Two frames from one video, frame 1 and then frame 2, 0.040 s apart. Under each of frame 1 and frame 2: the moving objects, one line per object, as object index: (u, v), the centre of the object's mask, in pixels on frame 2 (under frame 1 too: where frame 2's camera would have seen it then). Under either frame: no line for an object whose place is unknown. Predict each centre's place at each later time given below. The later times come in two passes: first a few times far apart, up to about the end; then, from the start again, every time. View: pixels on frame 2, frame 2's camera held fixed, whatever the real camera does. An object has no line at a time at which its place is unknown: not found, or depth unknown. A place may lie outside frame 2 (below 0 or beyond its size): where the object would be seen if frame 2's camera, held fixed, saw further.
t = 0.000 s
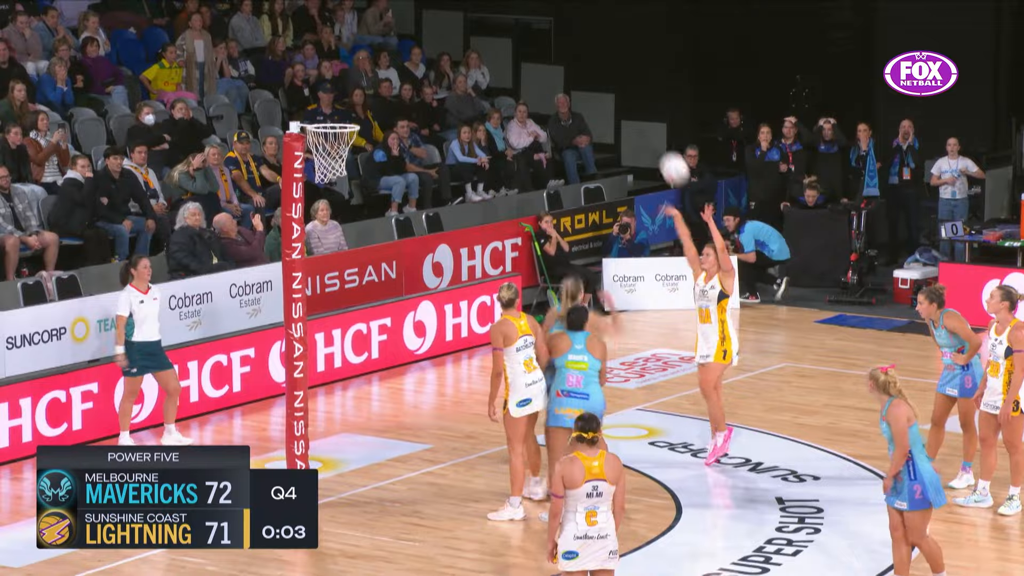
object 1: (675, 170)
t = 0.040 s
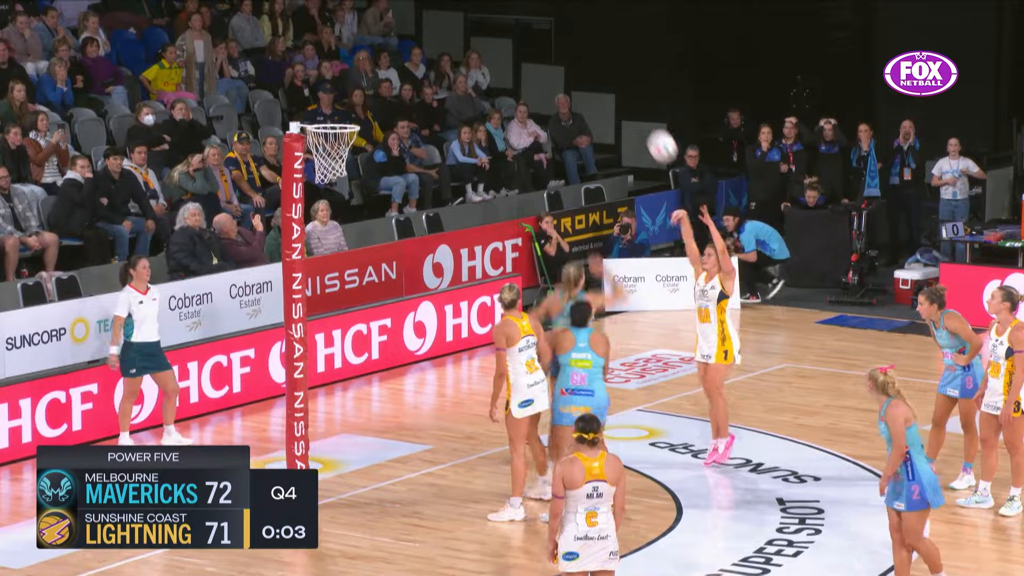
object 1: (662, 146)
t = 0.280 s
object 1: (584, 45)
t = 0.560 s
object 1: (493, 10)
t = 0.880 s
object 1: (385, 91)
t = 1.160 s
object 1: (434, 127)
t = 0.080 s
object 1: (649, 125)
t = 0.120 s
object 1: (637, 105)
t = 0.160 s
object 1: (623, 88)
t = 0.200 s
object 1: (610, 72)
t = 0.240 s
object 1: (597, 58)
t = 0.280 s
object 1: (584, 45)
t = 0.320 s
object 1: (571, 34)
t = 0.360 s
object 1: (558, 25)
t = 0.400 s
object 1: (545, 18)
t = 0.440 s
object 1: (532, 13)
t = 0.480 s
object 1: (519, 10)
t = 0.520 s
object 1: (506, 9)
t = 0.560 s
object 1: (493, 10)
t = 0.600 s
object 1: (479, 13)
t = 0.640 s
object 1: (465, 19)
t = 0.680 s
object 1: (452, 25)
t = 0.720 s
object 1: (438, 34)
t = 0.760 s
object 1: (425, 45)
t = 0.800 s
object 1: (411, 59)
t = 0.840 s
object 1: (398, 73)
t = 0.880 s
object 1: (385, 91)
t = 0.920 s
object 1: (372, 111)
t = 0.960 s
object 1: (375, 118)
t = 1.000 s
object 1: (387, 115)
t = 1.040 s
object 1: (397, 115)
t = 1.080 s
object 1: (409, 117)
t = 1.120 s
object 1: (422, 121)
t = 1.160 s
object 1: (434, 127)
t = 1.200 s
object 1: (445, 135)
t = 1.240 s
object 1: (457, 145)
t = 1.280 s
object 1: (471, 158)
